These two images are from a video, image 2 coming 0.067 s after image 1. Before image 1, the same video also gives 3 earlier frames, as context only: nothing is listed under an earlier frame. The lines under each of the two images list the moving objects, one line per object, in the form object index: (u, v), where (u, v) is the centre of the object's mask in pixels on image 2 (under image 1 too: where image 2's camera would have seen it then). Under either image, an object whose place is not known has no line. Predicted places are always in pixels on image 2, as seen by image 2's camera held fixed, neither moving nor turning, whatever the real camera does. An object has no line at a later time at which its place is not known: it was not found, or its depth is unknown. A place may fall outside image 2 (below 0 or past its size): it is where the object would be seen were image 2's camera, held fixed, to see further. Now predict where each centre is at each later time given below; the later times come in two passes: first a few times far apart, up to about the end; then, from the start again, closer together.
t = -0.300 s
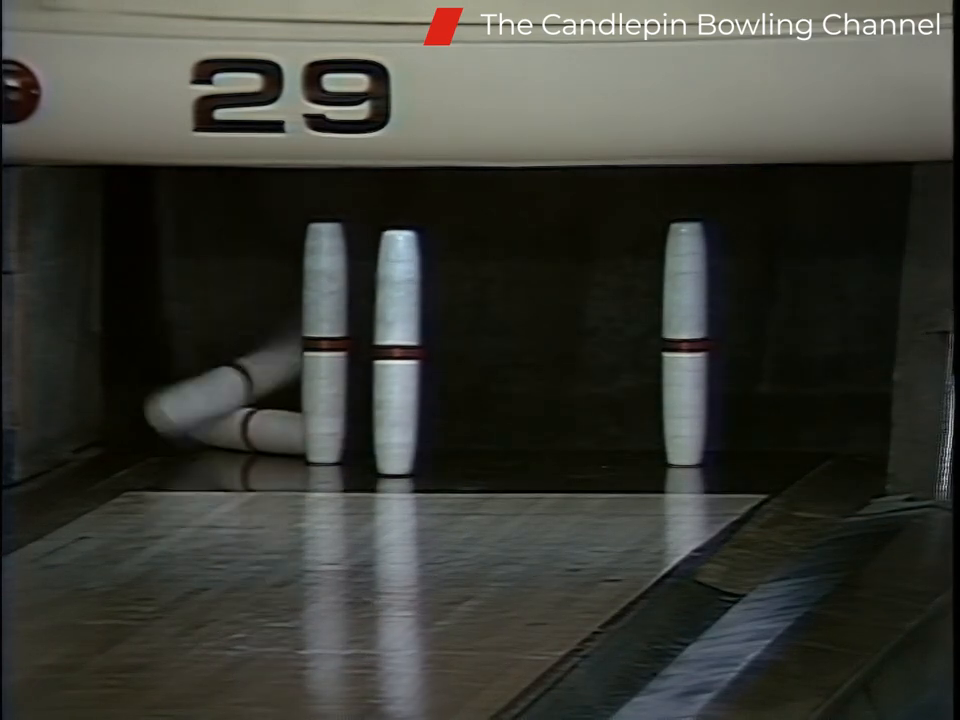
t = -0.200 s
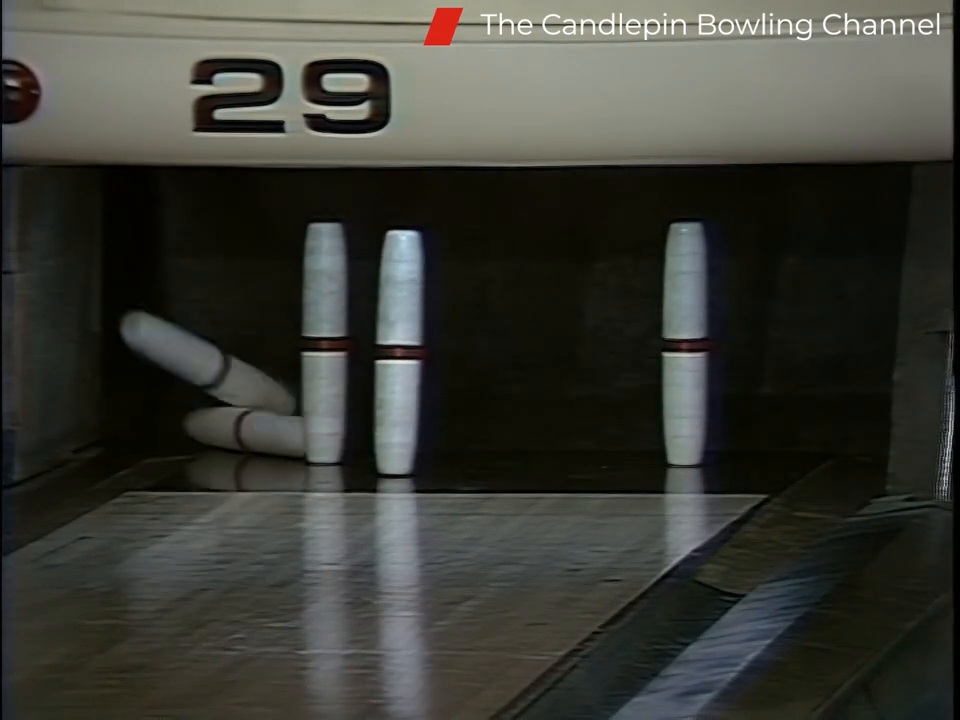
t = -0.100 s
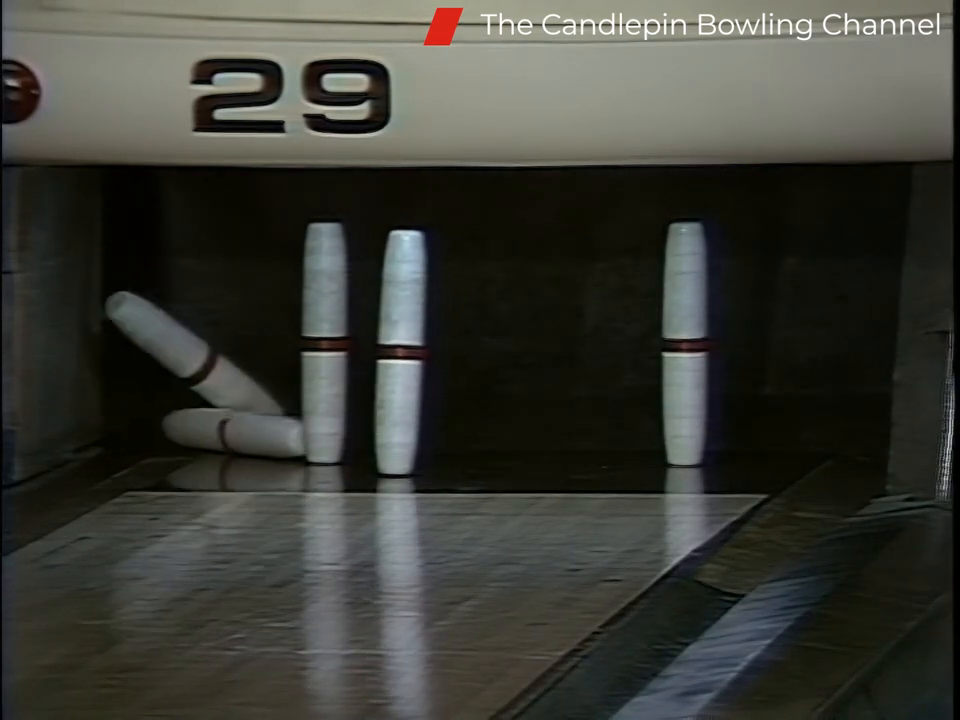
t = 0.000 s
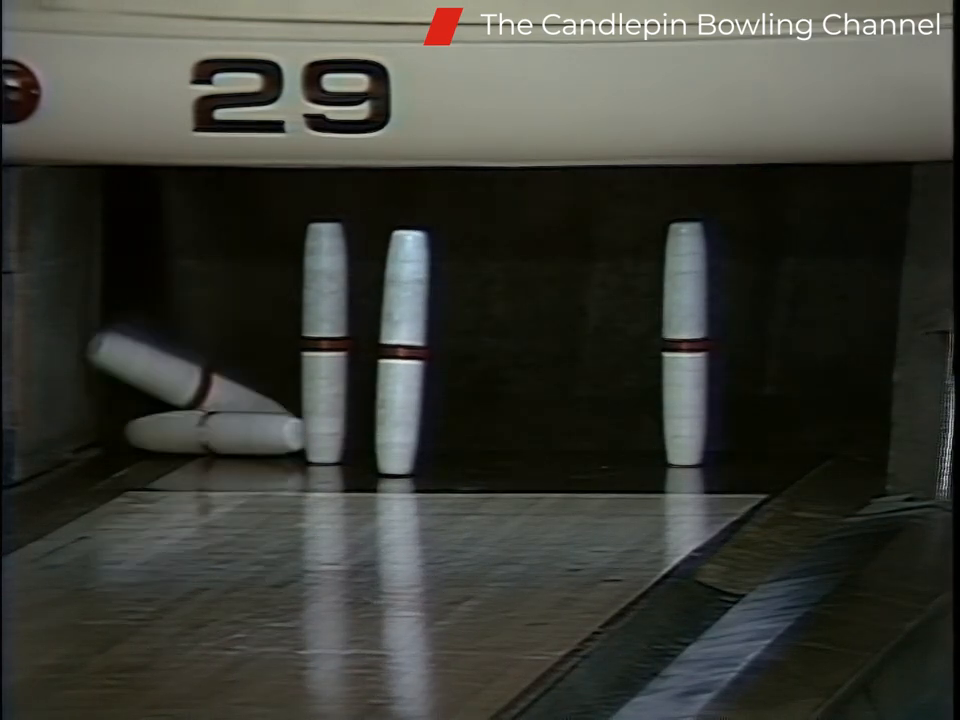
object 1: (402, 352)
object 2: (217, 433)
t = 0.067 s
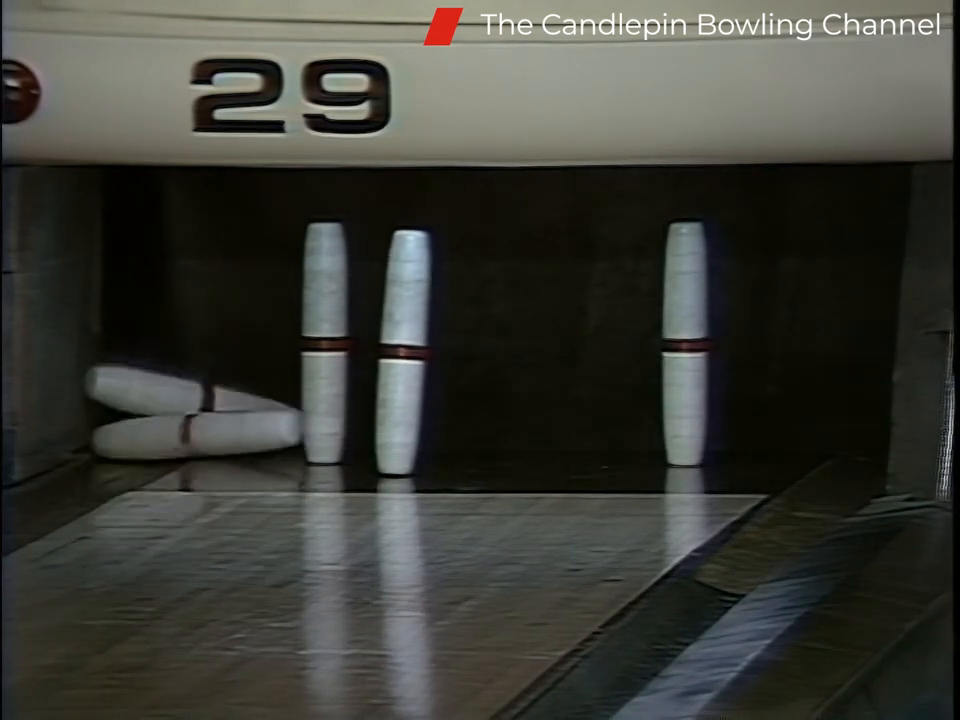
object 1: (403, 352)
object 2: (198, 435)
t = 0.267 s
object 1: (405, 352)
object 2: (193, 439)
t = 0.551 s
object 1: (415, 353)
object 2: (162, 447)
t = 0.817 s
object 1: (453, 431)
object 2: (98, 455)
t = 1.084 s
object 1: (473, 396)
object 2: (111, 456)
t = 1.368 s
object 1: (489, 410)
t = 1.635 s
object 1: (505, 427)
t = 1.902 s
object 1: (516, 427)
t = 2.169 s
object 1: (524, 431)
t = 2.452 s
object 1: (531, 434)
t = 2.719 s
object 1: (535, 435)
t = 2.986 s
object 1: (539, 435)
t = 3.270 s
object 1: (542, 435)
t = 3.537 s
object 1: (545, 435)
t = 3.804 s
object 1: (548, 435)
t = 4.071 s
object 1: (551, 435)
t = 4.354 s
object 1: (552, 435)
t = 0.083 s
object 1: (403, 352)
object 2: (192, 436)
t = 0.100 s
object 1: (403, 352)
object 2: (191, 436)
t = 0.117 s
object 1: (403, 352)
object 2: (190, 436)
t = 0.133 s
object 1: (403, 352)
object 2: (192, 436)
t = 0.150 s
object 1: (404, 352)
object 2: (193, 437)
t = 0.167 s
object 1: (404, 352)
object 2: (193, 437)
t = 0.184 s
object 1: (404, 352)
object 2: (195, 437)
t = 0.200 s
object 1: (404, 352)
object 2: (194, 438)
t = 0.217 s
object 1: (405, 352)
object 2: (194, 438)
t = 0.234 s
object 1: (405, 352)
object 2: (194, 438)
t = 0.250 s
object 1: (405, 352)
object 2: (193, 438)
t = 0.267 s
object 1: (405, 352)
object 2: (193, 439)
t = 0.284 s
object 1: (406, 352)
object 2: (192, 439)
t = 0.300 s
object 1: (406, 352)
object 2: (191, 439)
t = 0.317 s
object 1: (406, 352)
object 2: (189, 439)
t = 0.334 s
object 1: (406, 352)
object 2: (188, 440)
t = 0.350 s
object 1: (406, 352)
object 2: (187, 440)
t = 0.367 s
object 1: (407, 352)
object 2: (185, 440)
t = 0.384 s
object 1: (407, 352)
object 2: (184, 440)
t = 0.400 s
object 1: (408, 352)
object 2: (182, 440)
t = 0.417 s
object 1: (408, 352)
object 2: (181, 440)
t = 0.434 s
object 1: (409, 352)
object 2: (179, 441)
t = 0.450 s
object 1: (409, 352)
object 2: (178, 442)
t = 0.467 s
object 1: (410, 352)
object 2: (176, 443)
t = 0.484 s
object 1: (411, 352)
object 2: (174, 444)
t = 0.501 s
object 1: (411, 352)
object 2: (170, 445)
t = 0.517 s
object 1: (413, 353)
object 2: (167, 446)
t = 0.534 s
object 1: (413, 352)
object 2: (164, 446)
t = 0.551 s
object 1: (415, 353)
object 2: (162, 447)
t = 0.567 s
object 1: (416, 353)
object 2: (159, 448)
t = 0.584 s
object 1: (417, 354)
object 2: (154, 449)
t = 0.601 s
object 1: (418, 355)
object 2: (151, 450)
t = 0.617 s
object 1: (420, 356)
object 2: (146, 451)
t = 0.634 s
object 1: (421, 359)
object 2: (144, 453)
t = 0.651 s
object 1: (423, 361)
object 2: (139, 454)
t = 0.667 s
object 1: (425, 364)
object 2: (133, 455)
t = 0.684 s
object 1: (427, 367)
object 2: (128, 457)
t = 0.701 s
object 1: (429, 372)
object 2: (123, 457)
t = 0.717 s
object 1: (432, 377)
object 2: (117, 458)
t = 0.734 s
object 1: (435, 382)
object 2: (114, 457)
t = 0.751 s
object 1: (438, 387)
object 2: (110, 456)
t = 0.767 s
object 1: (442, 397)
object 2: (107, 456)
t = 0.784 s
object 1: (445, 408)
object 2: (104, 456)
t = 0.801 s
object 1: (448, 421)
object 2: (101, 456)
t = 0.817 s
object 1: (453, 431)
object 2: (98, 455)
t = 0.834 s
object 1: (449, 429)
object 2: (98, 455)
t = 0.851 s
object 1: (436, 429)
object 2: (97, 455)
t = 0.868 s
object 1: (438, 420)
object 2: (98, 455)
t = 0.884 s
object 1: (447, 406)
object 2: (98, 455)
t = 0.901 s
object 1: (451, 400)
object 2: (99, 455)
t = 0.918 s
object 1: (453, 394)
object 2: (100, 455)
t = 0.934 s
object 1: (456, 390)
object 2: (100, 455)
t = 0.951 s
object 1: (458, 387)
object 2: (101, 455)
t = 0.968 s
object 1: (460, 385)
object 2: (102, 456)
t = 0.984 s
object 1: (463, 384)
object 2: (103, 457)
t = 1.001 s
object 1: (464, 384)
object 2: (105, 456)
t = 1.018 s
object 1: (466, 384)
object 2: (105, 456)
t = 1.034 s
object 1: (468, 386)
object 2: (106, 456)
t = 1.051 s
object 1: (470, 387)
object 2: (107, 456)
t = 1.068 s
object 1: (471, 391)
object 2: (109, 456)
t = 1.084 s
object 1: (473, 396)
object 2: (111, 456)
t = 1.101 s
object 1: (475, 402)
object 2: (114, 457)
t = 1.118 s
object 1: (476, 409)
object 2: (115, 456)
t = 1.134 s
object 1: (476, 419)
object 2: (117, 457)
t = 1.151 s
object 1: (477, 429)
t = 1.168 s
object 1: (482, 434)
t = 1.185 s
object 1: (486, 435)
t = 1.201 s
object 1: (487, 428)
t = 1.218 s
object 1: (484, 421)
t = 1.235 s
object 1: (486, 415)
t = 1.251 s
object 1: (485, 411)
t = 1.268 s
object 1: (486, 408)
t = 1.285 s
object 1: (487, 405)
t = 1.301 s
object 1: (487, 404)
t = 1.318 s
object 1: (487, 404)
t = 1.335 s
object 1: (488, 405)
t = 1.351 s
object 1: (488, 407)
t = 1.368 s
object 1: (489, 410)
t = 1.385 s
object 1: (491, 412)
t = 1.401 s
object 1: (494, 417)
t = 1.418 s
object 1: (498, 420)
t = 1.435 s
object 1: (492, 433)
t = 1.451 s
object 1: (490, 438)
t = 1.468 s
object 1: (490, 432)
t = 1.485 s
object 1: (494, 425)
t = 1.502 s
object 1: (496, 420)
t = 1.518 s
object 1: (498, 417)
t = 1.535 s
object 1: (499, 415)
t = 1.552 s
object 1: (501, 414)
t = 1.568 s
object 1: (502, 415)
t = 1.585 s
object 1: (503, 415)
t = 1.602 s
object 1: (503, 418)
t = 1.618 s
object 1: (504, 421)
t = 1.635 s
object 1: (505, 427)
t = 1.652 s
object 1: (506, 433)
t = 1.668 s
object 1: (509, 434)
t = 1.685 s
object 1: (511, 432)
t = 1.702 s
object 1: (510, 429)
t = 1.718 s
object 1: (510, 425)
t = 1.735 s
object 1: (510, 424)
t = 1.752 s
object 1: (510, 423)
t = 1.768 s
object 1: (511, 423)
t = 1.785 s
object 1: (511, 424)
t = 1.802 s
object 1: (512, 426)
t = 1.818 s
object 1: (512, 430)
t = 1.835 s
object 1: (511, 434)
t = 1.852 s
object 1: (512, 436)
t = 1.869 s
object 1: (513, 432)
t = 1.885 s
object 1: (514, 429)
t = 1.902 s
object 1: (516, 427)
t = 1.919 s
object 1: (517, 425)
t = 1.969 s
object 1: (518, 428)
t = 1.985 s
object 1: (518, 430)
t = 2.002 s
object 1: (520, 433)
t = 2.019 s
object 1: (522, 434)
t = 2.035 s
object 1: (522, 432)
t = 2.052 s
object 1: (522, 431)
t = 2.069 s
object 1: (522, 430)
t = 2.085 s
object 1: (522, 430)
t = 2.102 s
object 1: (523, 432)
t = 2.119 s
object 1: (523, 433)
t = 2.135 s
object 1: (523, 434)
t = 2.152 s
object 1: (524, 433)
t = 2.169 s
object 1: (524, 431)
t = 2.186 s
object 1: (525, 430)
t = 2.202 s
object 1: (525, 431)
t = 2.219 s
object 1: (526, 432)
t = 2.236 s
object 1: (527, 434)
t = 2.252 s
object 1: (528, 435)
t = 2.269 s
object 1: (527, 434)
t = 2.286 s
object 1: (527, 432)
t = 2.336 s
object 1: (528, 434)
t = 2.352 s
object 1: (527, 434)
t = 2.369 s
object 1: (528, 433)
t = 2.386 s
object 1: (529, 432)
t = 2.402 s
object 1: (529, 433)
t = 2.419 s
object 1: (529, 434)
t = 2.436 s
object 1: (530, 434)
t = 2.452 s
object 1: (531, 434)
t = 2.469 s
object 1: (531, 434)
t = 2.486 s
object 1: (531, 434)
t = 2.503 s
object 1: (530, 434)
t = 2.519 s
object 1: (531, 435)
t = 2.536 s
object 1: (531, 434)
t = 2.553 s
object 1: (532, 433)
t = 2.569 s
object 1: (532, 434)
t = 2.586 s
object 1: (532, 435)
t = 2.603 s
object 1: (533, 435)
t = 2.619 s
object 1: (533, 434)
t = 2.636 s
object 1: (533, 435)
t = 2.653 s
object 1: (534, 435)
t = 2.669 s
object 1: (534, 435)
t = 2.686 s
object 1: (534, 434)
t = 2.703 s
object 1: (535, 435)
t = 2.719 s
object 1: (535, 435)
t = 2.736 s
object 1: (535, 435)
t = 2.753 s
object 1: (535, 435)
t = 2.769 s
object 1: (535, 435)
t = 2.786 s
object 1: (536, 435)
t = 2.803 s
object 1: (536, 435)
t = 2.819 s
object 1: (536, 435)
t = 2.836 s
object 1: (536, 435)
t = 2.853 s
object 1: (537, 435)
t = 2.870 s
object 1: (537, 435)
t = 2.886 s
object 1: (537, 435)
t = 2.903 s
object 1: (537, 435)
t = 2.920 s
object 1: (538, 435)
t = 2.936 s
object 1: (538, 435)
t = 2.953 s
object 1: (538, 435)
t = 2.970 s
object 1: (539, 435)
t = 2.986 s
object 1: (539, 435)
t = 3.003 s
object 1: (539, 435)
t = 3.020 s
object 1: (539, 435)
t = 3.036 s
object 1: (539, 435)
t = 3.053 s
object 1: (539, 435)
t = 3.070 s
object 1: (540, 435)
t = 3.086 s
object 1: (540, 435)
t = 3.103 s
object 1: (540, 435)
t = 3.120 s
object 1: (540, 435)
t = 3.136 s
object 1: (540, 435)
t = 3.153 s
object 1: (540, 435)
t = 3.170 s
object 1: (541, 435)
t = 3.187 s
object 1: (541, 435)
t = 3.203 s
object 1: (541, 435)
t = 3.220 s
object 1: (541, 435)
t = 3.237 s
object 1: (541, 435)
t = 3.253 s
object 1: (542, 435)
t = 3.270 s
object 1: (542, 435)
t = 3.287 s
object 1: (542, 435)
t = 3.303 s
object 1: (542, 435)
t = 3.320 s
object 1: (543, 435)
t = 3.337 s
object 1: (543, 435)
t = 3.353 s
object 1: (543, 435)
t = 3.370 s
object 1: (543, 435)
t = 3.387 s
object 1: (543, 435)
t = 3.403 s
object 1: (544, 435)
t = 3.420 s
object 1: (544, 435)
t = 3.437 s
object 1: (544, 435)
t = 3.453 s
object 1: (544, 435)
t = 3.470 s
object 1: (544, 435)
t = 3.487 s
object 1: (544, 435)
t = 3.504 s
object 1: (545, 435)
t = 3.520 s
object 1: (545, 435)
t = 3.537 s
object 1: (545, 435)
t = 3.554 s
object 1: (545, 435)
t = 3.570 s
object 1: (545, 435)
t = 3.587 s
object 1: (545, 435)
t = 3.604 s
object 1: (546, 435)
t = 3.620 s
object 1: (546, 435)
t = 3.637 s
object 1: (546, 435)
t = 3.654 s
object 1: (546, 435)
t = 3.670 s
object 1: (546, 435)
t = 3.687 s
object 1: (546, 435)
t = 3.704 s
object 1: (547, 435)
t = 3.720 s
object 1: (547, 435)
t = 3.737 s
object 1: (547, 435)
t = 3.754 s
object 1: (547, 435)
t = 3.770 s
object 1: (547, 435)
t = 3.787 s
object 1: (548, 435)
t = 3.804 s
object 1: (548, 435)
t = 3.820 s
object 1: (548, 435)
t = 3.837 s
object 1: (548, 435)
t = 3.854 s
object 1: (549, 435)
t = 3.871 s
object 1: (549, 435)
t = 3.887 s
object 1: (549, 435)
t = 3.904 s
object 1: (549, 435)
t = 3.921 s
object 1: (549, 435)
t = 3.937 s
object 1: (550, 435)
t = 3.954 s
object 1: (550, 435)
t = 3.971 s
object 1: (550, 435)
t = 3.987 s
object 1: (550, 435)
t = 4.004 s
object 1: (550, 435)
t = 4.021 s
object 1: (551, 435)
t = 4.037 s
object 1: (551, 435)
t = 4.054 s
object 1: (551, 435)
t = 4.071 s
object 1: (551, 435)
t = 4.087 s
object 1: (551, 435)
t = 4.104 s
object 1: (551, 435)
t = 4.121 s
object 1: (551, 435)
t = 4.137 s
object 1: (551, 435)
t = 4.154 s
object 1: (551, 435)
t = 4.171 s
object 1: (552, 435)
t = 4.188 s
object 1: (552, 435)
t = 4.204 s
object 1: (552, 435)
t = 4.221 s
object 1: (552, 435)
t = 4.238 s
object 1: (552, 435)
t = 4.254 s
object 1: (552, 435)
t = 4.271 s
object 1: (552, 435)
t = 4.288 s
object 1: (552, 435)
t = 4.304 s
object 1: (552, 435)
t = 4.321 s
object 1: (552, 435)
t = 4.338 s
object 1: (552, 435)
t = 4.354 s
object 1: (552, 435)
